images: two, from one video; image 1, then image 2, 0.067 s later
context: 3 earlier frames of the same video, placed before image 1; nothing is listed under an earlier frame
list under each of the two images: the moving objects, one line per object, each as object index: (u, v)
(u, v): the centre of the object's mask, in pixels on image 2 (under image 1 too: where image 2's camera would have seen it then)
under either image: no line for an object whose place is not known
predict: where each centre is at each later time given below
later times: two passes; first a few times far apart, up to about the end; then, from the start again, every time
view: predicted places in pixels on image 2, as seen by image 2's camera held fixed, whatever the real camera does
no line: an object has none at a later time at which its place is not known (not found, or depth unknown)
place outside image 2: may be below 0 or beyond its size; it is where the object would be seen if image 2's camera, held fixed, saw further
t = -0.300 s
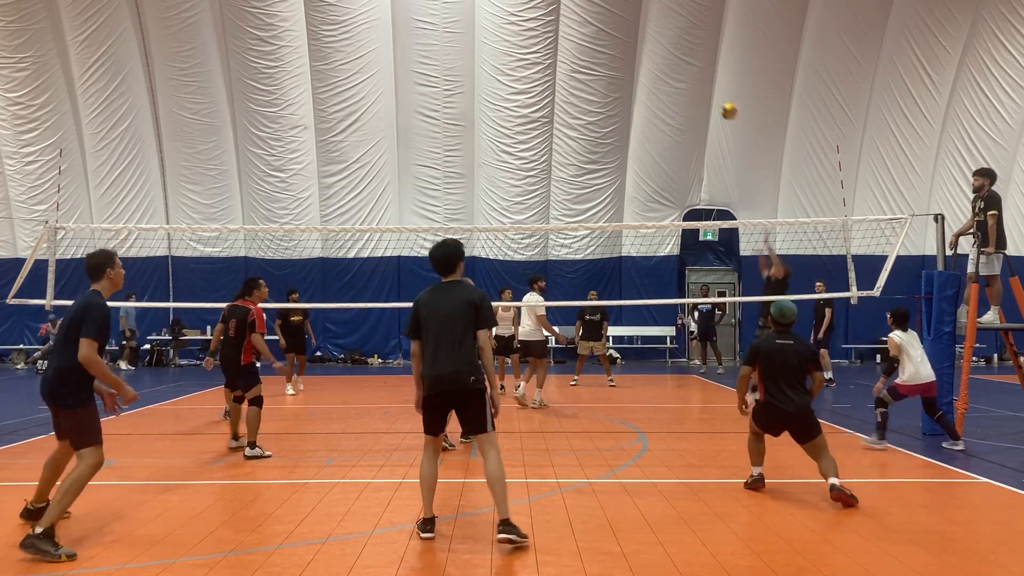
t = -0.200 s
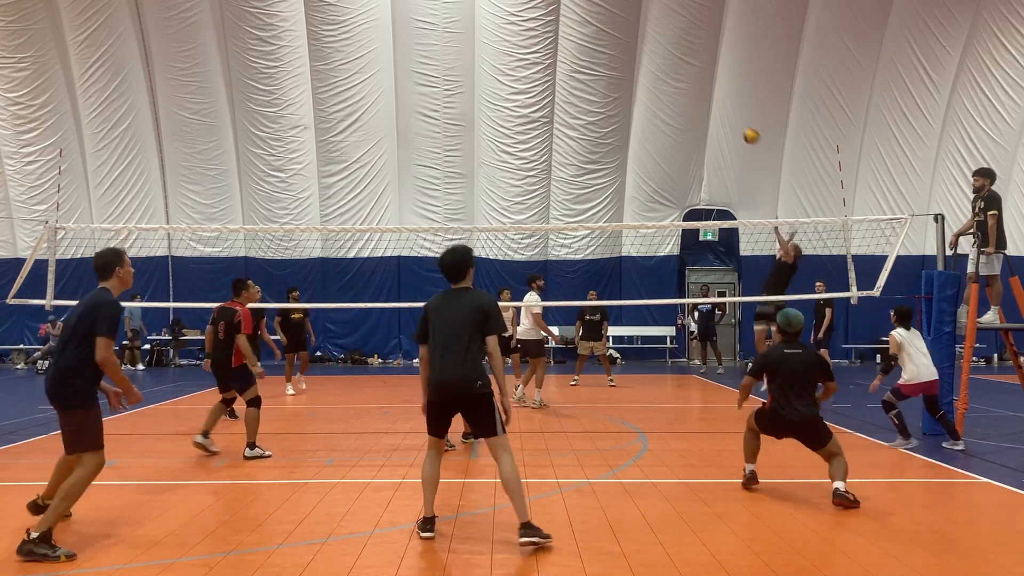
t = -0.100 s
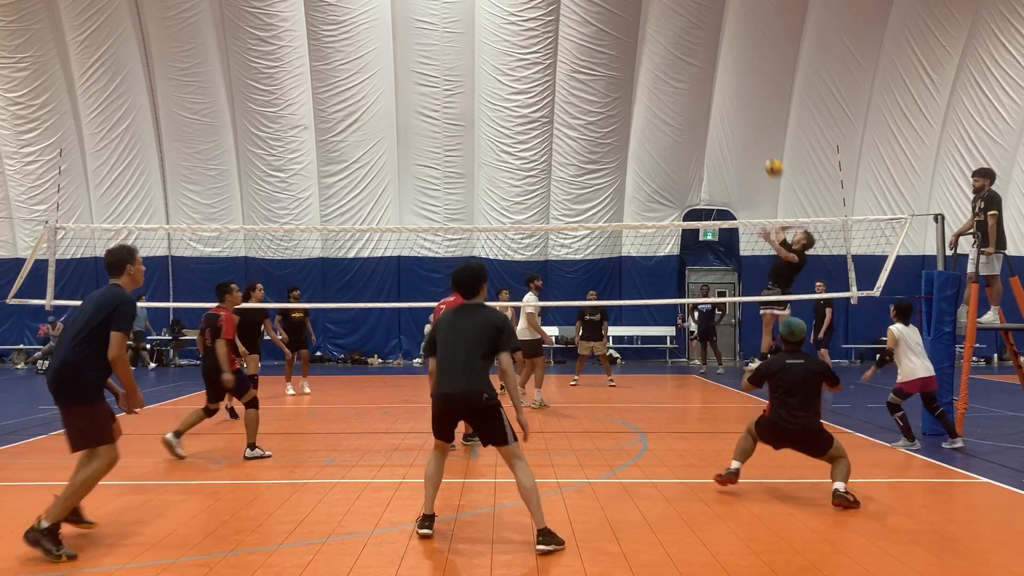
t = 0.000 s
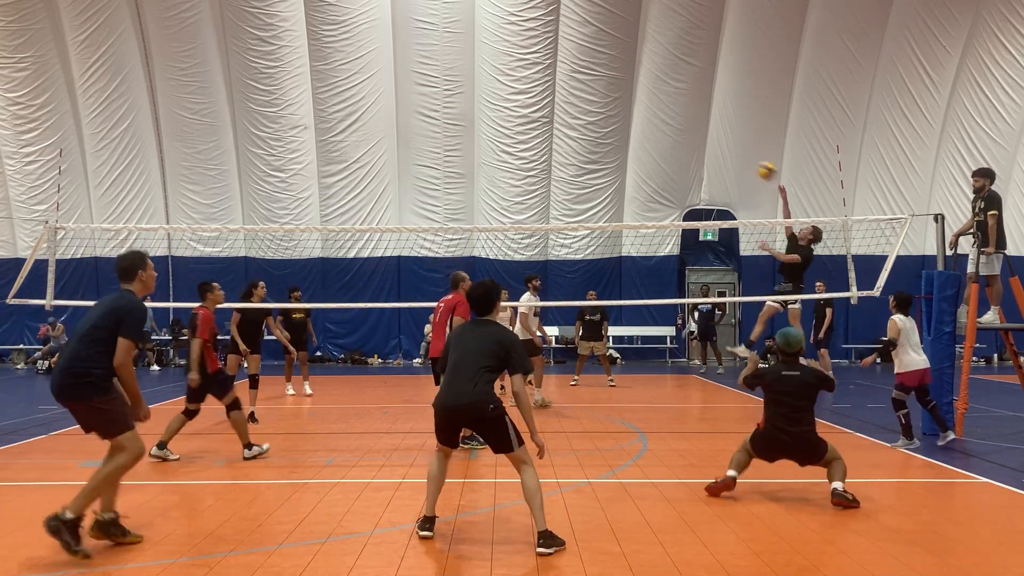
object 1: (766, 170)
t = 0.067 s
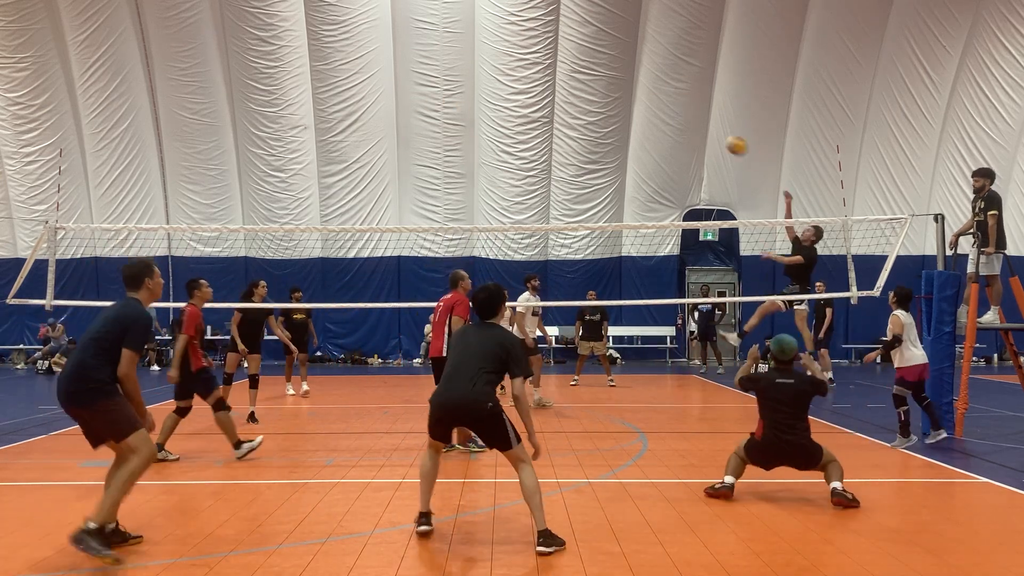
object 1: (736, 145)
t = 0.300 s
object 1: (605, 69)
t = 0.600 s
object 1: (318, 33)
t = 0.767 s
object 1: (19, 78)
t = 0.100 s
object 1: (720, 134)
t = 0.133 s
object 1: (703, 122)
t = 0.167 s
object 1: (686, 110)
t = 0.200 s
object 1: (667, 99)
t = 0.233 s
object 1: (647, 89)
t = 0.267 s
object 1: (627, 79)
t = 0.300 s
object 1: (605, 69)
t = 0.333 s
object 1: (580, 62)
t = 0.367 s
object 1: (556, 54)
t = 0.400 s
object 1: (529, 47)
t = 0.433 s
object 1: (501, 42)
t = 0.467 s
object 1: (470, 37)
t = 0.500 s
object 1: (437, 33)
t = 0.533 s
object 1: (401, 32)
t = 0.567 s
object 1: (361, 32)
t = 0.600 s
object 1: (318, 33)
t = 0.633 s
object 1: (268, 34)
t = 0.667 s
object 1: (216, 42)
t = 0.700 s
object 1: (156, 51)
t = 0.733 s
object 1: (91, 64)
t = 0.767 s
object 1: (19, 78)
